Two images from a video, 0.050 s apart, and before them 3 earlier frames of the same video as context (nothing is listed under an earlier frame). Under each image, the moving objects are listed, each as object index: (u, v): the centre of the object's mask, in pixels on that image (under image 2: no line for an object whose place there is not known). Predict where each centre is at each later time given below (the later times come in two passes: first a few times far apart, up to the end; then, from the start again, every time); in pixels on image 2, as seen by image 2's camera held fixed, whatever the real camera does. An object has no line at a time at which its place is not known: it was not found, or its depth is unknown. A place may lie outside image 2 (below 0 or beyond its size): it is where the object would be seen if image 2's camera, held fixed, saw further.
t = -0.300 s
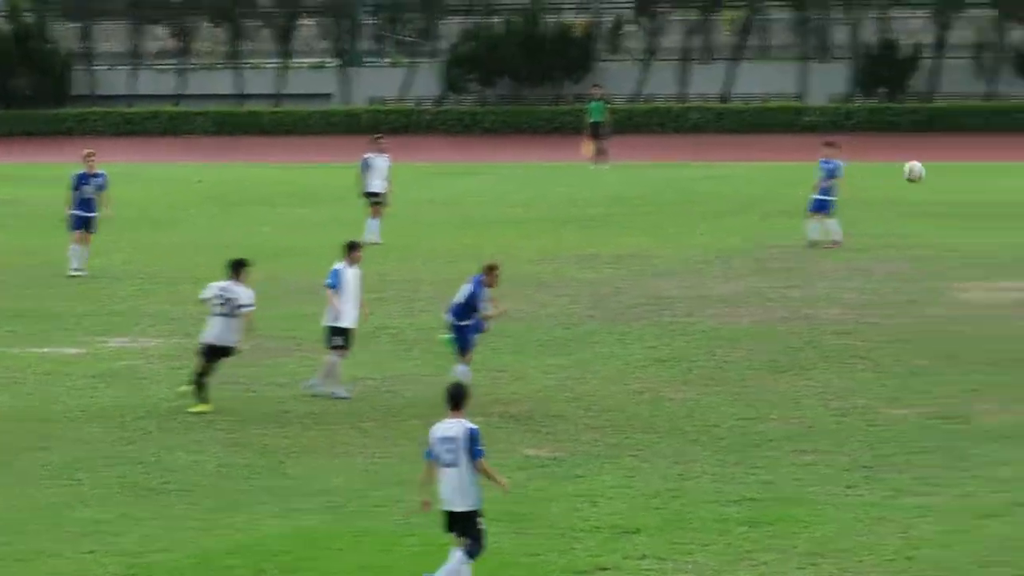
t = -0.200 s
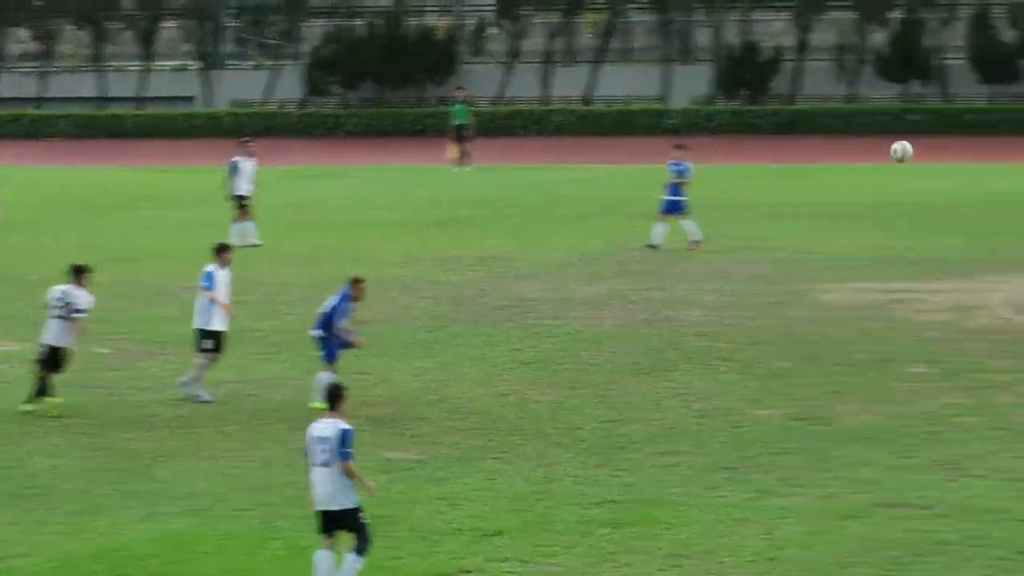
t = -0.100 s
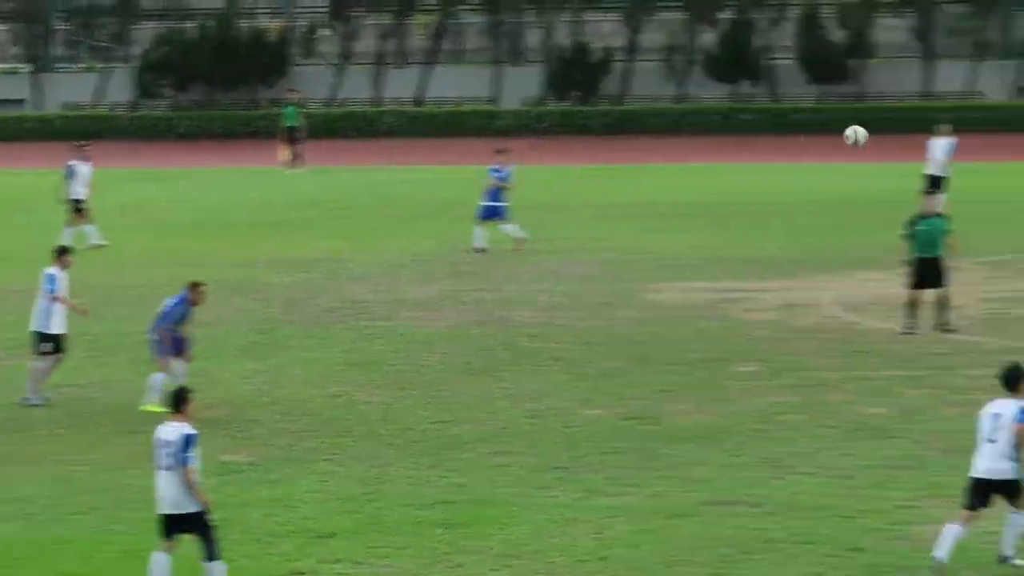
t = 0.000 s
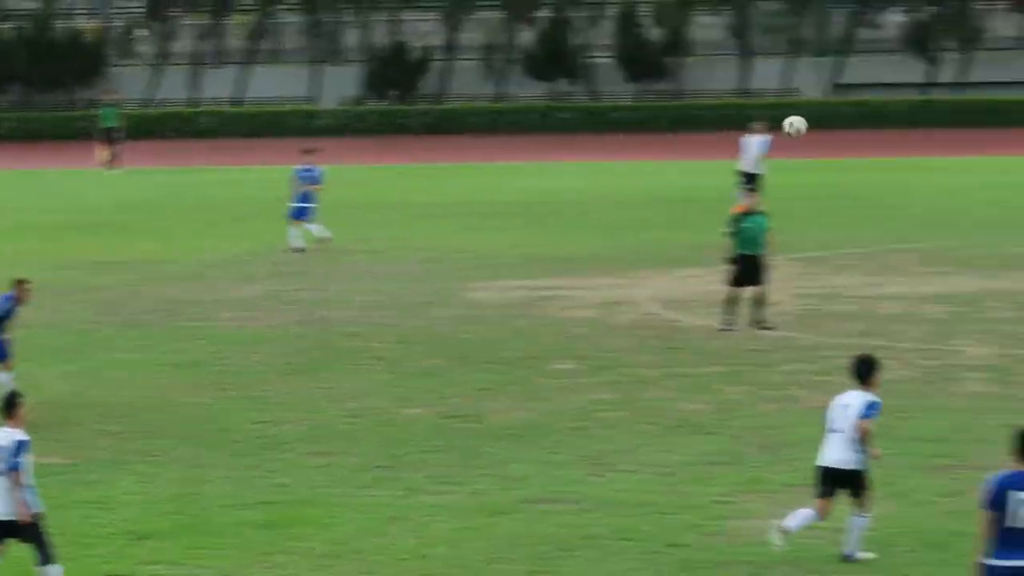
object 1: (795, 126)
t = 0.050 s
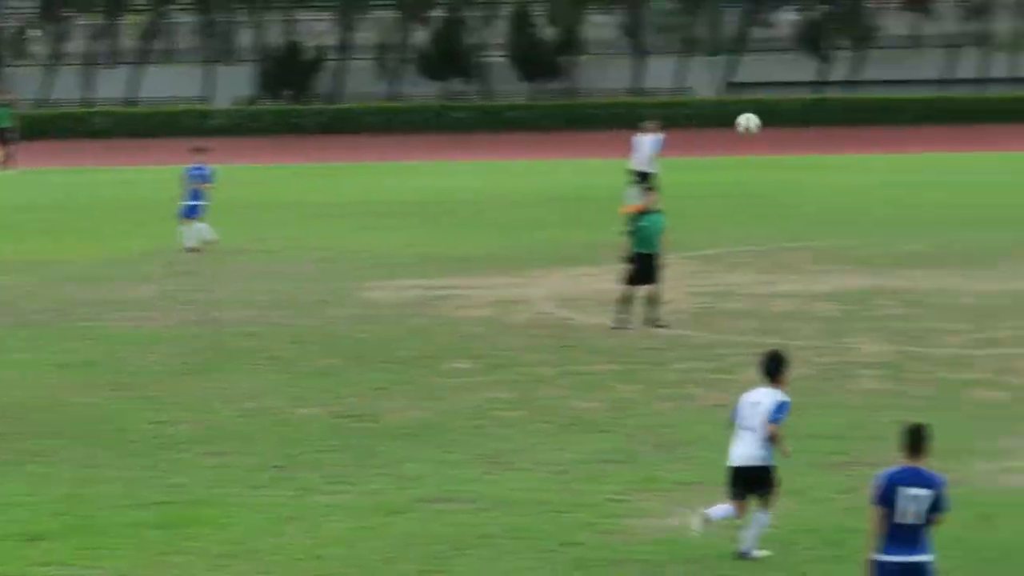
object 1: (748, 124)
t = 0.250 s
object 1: (983, 138)
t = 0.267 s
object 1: (1005, 140)
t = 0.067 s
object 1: (769, 123)
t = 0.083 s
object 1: (789, 124)
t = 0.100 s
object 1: (810, 123)
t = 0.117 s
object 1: (828, 124)
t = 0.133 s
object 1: (848, 124)
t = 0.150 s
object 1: (866, 125)
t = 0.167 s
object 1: (882, 127)
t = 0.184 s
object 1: (901, 129)
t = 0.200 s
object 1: (922, 130)
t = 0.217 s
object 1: (941, 132)
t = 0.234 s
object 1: (963, 135)
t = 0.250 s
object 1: (983, 138)
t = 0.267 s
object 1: (1005, 140)
